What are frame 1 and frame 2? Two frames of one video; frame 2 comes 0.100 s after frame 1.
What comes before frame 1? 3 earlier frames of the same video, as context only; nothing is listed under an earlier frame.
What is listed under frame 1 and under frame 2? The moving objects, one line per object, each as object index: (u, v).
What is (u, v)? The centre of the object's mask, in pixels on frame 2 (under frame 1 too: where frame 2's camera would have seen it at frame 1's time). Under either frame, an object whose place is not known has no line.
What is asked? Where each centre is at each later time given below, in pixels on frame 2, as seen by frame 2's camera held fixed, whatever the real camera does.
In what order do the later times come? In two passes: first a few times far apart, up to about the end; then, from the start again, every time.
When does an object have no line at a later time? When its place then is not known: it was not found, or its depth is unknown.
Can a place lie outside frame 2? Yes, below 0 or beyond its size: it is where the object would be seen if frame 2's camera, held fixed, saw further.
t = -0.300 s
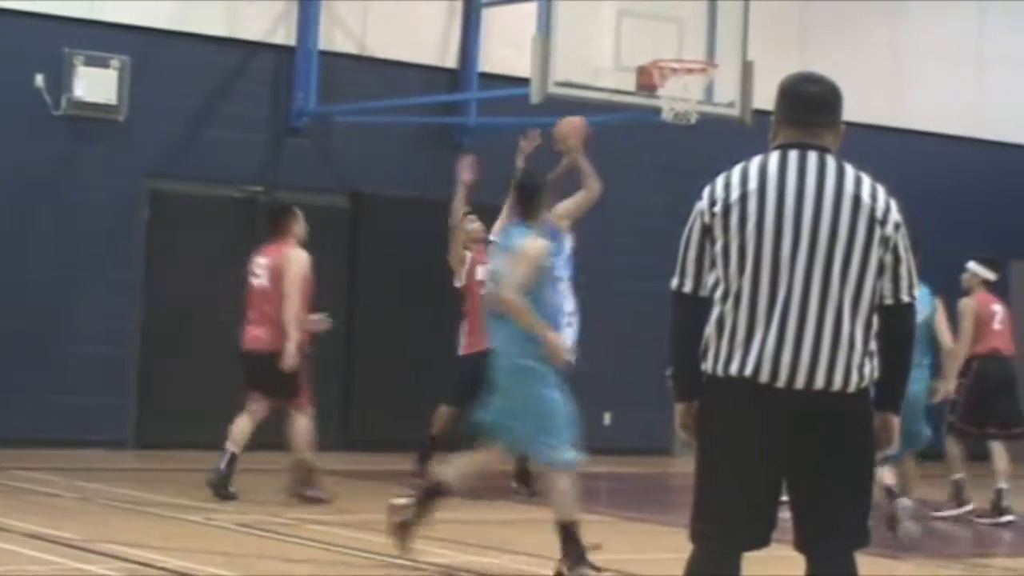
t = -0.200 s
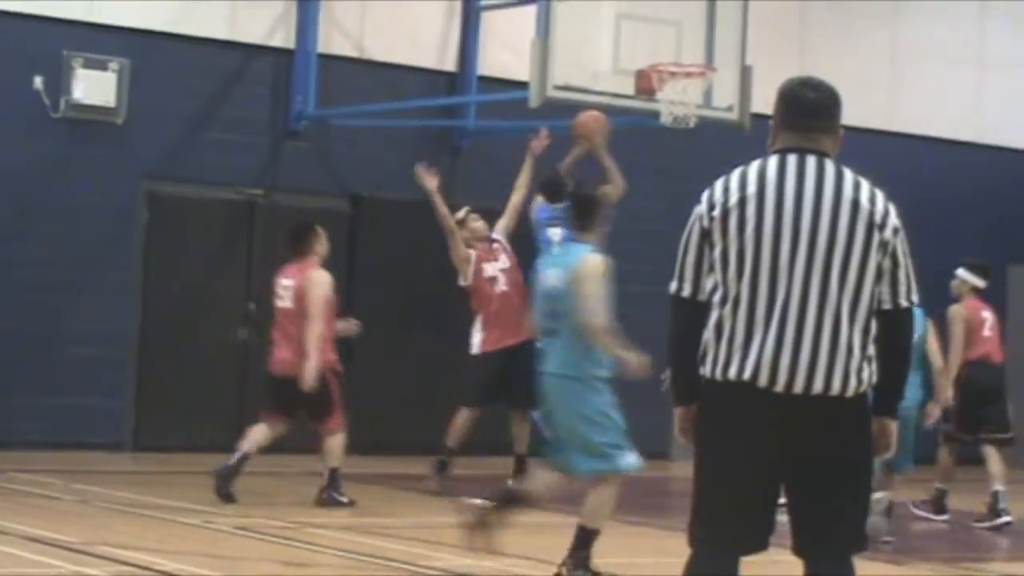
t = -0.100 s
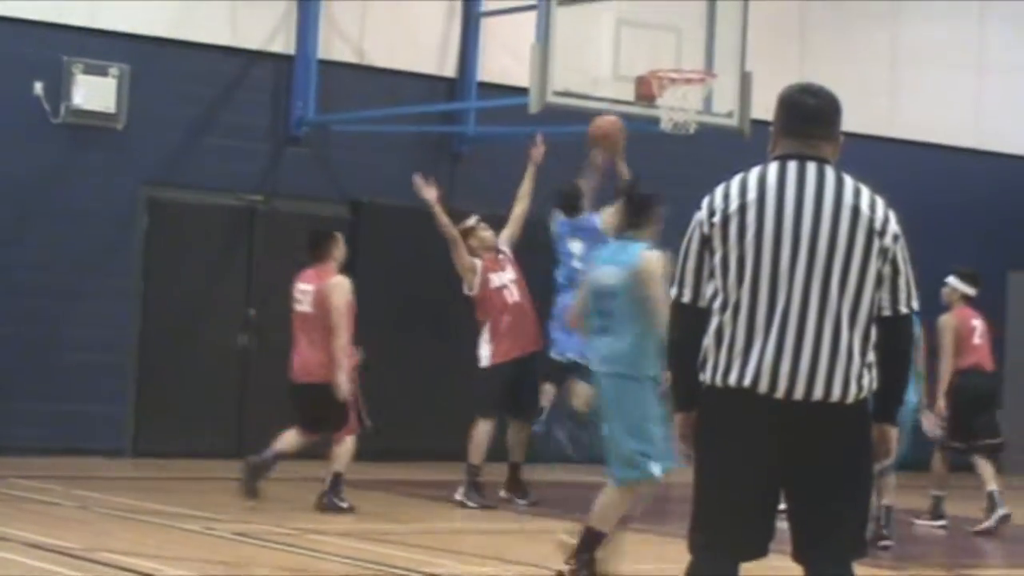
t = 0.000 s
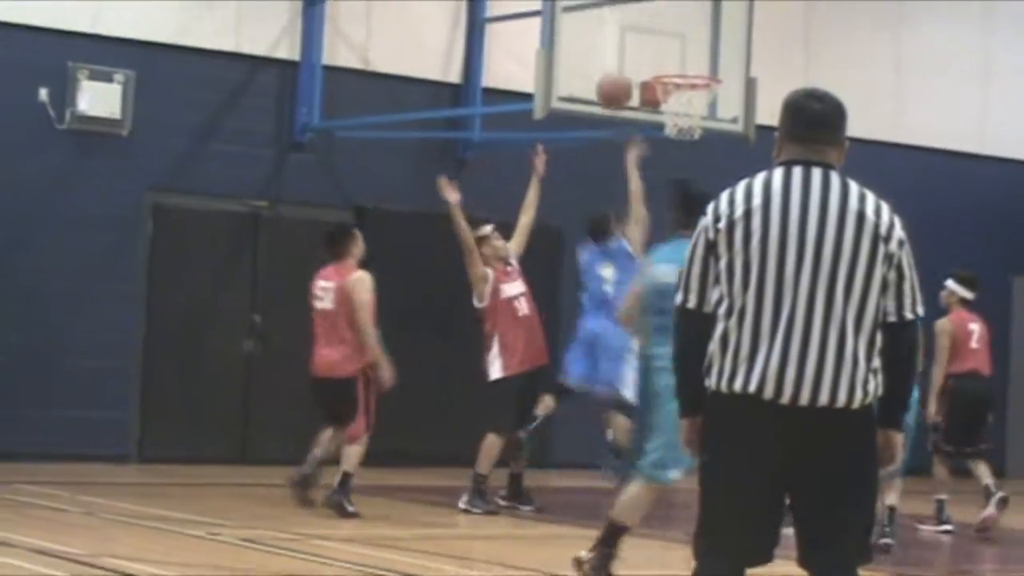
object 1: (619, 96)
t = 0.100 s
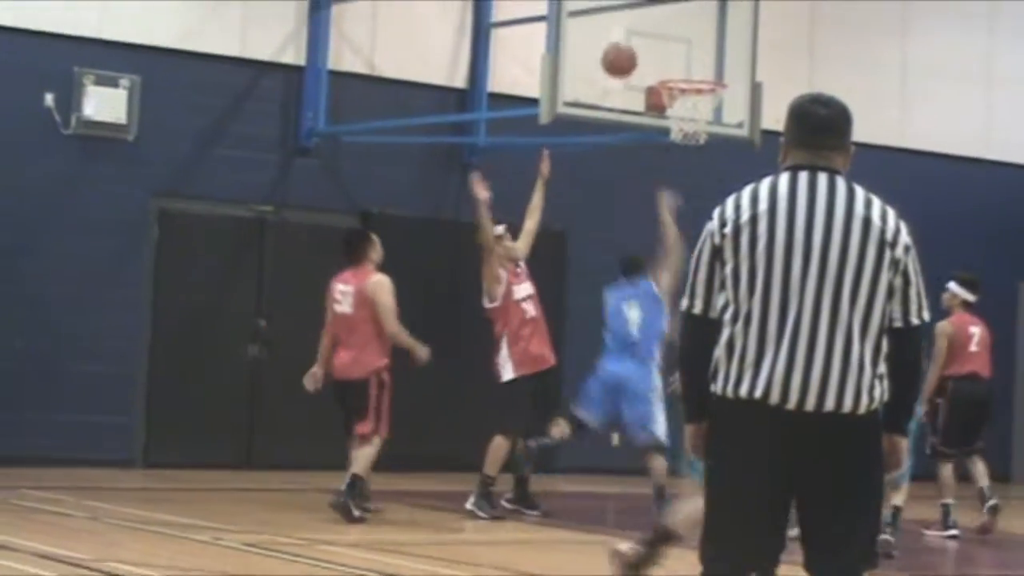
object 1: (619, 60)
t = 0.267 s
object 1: (617, 33)
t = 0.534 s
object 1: (608, 68)
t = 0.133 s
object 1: (618, 51)
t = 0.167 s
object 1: (618, 44)
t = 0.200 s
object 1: (618, 39)
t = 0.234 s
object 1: (617, 35)
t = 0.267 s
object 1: (617, 33)
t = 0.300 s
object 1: (616, 32)
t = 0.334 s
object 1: (615, 32)
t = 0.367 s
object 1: (614, 35)
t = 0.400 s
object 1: (612, 39)
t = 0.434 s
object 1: (612, 44)
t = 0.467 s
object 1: (611, 50)
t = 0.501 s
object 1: (610, 58)
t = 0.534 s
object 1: (608, 68)
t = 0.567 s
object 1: (607, 79)
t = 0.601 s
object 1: (606, 90)
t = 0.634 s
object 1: (605, 103)
